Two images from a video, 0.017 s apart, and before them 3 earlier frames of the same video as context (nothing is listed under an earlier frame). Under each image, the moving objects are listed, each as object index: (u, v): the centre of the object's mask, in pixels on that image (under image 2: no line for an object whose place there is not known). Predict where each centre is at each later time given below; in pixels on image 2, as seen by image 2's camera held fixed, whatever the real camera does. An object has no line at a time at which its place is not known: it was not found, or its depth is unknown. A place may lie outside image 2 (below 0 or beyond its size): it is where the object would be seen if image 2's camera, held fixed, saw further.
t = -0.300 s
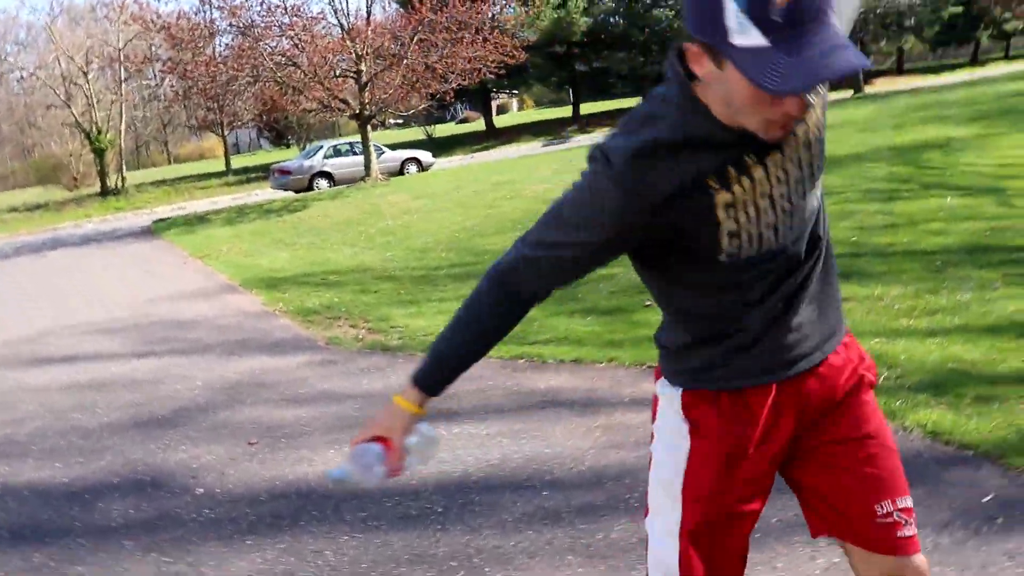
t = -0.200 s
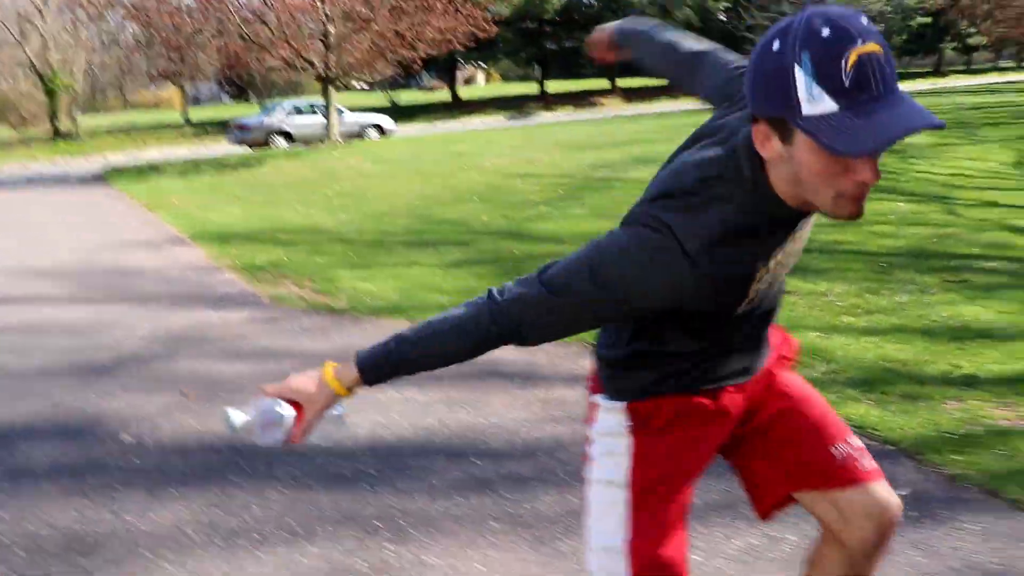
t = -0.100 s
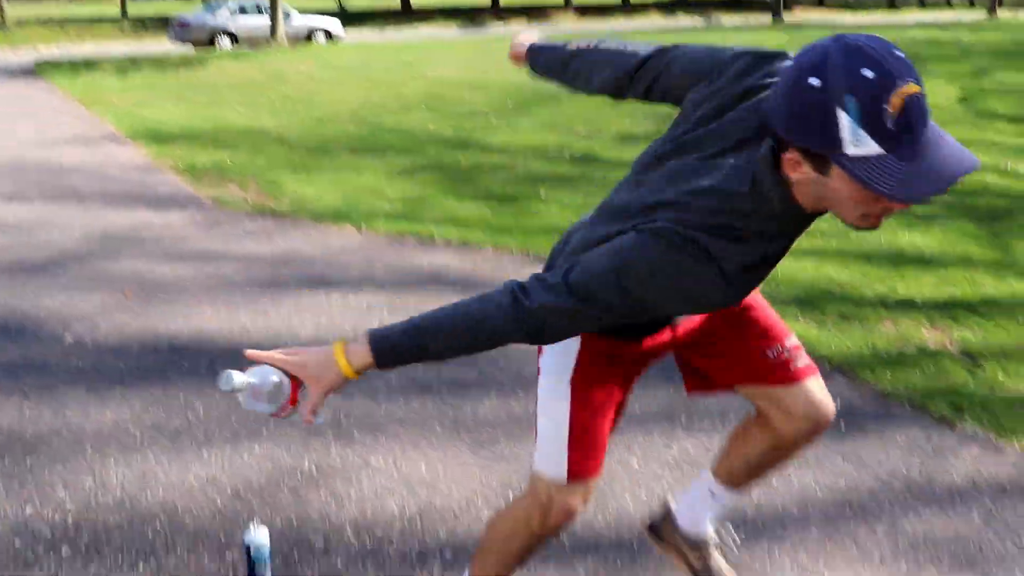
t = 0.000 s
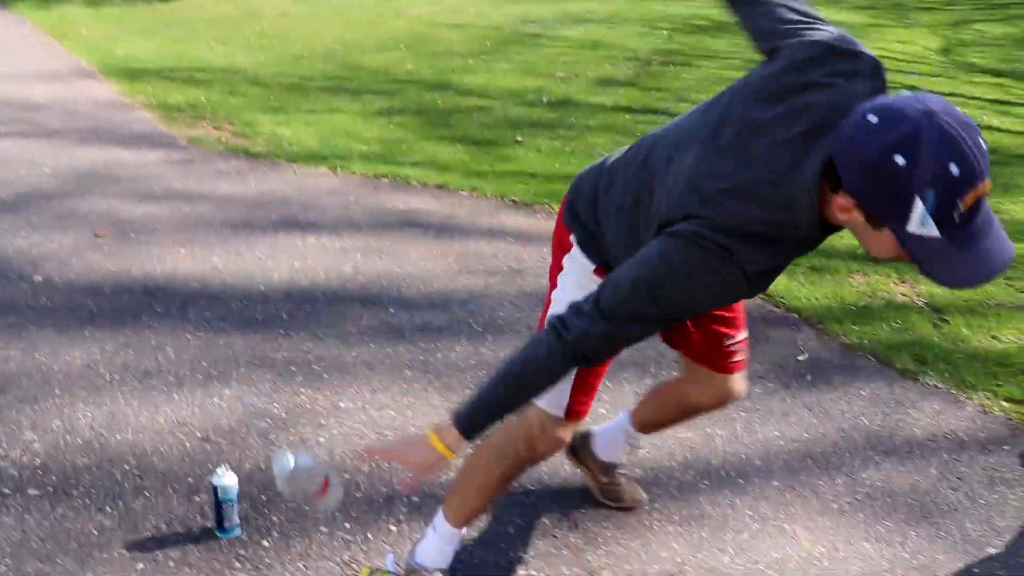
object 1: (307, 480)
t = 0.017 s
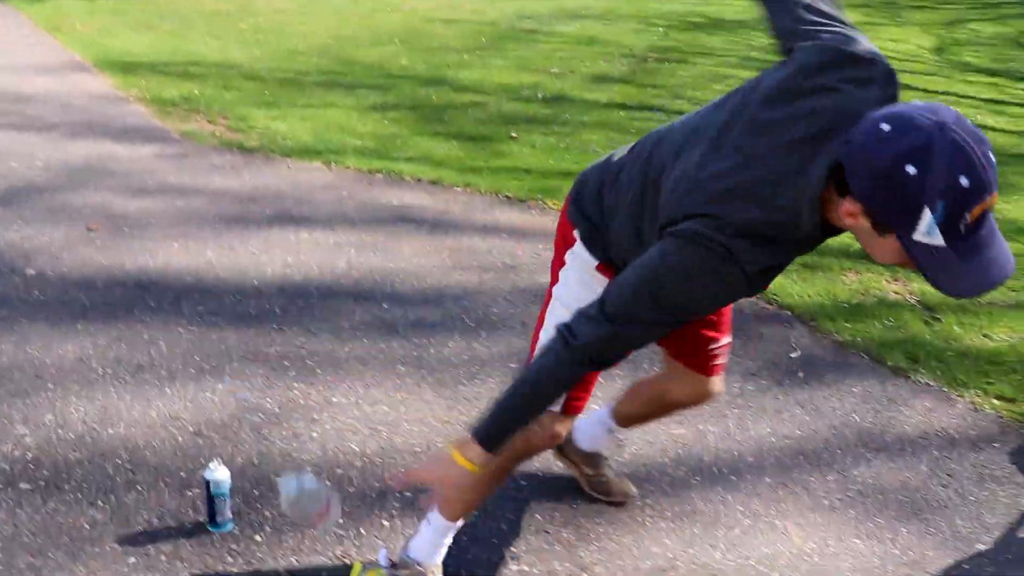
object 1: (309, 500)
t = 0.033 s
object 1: (317, 526)
